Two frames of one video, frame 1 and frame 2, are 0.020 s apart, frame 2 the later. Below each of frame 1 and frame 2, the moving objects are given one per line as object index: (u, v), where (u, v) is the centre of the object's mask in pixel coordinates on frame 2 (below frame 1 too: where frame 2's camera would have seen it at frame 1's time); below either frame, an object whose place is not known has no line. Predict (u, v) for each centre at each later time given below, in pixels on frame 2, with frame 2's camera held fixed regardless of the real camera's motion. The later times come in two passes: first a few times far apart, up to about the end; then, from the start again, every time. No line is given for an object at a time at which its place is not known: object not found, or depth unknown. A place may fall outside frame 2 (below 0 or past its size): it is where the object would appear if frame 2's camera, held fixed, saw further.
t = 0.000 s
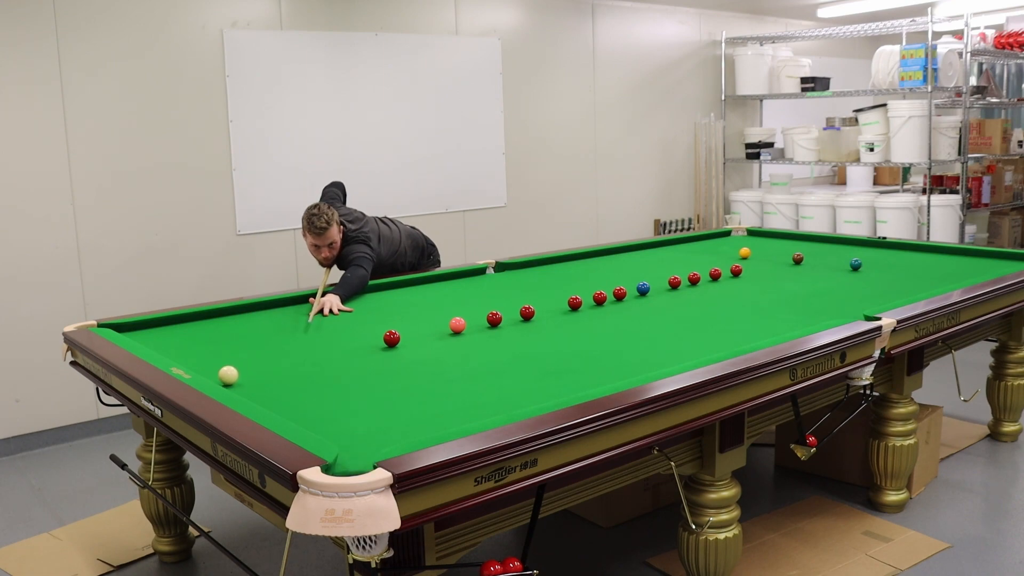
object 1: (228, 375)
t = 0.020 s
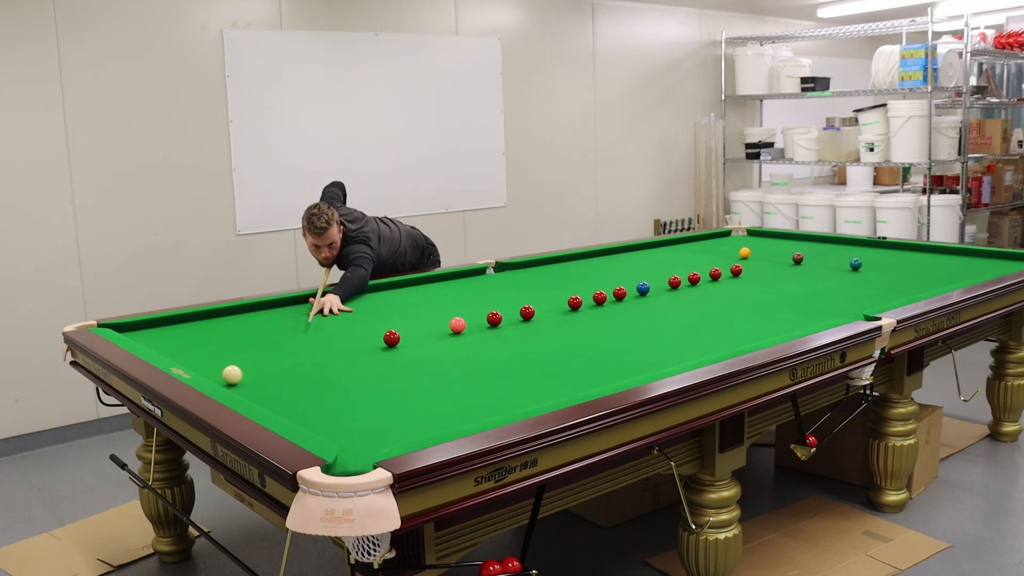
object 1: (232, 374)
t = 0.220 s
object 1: (267, 371)
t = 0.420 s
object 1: (302, 369)
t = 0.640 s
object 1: (337, 366)
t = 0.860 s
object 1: (371, 363)
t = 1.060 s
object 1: (400, 360)
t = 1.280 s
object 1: (429, 358)
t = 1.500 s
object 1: (457, 356)
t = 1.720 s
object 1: (484, 354)
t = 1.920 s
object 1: (506, 352)
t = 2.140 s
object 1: (528, 350)
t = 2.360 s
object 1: (549, 349)
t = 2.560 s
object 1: (567, 347)
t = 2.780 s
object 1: (584, 346)
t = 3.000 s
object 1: (600, 345)
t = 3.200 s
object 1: (613, 344)
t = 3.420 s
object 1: (626, 343)
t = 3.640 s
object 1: (637, 342)
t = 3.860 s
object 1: (647, 342)
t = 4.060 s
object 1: (654, 341)
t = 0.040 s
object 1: (236, 374)
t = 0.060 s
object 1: (239, 374)
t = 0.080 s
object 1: (243, 374)
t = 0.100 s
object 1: (246, 373)
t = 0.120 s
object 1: (250, 373)
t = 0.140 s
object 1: (254, 372)
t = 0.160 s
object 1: (257, 372)
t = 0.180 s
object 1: (261, 372)
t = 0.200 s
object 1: (264, 372)
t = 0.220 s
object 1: (267, 371)
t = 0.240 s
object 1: (271, 371)
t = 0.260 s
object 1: (275, 371)
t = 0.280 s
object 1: (278, 370)
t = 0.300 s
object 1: (281, 370)
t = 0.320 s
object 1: (285, 370)
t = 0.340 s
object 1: (288, 370)
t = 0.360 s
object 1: (292, 369)
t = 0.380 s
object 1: (295, 369)
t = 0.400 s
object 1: (298, 369)
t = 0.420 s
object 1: (302, 369)
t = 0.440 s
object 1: (305, 368)
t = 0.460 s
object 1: (308, 368)
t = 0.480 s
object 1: (312, 368)
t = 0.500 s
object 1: (315, 368)
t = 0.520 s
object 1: (318, 367)
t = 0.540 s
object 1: (321, 367)
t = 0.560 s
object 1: (324, 367)
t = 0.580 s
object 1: (328, 366)
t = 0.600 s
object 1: (331, 366)
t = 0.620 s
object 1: (334, 366)
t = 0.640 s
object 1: (337, 366)
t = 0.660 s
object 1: (340, 365)
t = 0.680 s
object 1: (343, 365)
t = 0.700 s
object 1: (347, 365)
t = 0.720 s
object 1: (350, 365)
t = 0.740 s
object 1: (353, 365)
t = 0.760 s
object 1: (356, 364)
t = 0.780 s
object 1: (359, 364)
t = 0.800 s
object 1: (362, 364)
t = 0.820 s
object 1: (365, 363)
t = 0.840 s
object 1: (368, 363)
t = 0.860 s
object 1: (371, 363)
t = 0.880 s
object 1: (374, 362)
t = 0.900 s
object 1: (377, 362)
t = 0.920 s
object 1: (380, 362)
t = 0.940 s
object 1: (383, 362)
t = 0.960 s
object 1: (385, 361)
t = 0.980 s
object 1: (388, 361)
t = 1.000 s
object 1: (391, 361)
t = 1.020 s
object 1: (394, 361)
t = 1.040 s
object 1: (397, 360)
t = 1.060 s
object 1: (400, 360)
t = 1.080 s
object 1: (402, 360)
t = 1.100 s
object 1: (405, 360)
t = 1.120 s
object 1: (408, 360)
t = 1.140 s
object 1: (411, 360)
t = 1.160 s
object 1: (413, 359)
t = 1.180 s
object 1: (416, 359)
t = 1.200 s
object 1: (419, 359)
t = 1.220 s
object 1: (421, 359)
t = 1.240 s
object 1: (424, 358)
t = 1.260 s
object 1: (427, 358)
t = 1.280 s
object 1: (429, 358)
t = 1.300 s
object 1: (432, 358)
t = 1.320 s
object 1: (435, 358)
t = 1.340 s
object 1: (437, 357)
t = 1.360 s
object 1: (440, 357)
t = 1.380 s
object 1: (442, 357)
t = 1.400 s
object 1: (445, 357)
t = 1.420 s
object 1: (448, 356)
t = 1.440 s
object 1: (450, 356)
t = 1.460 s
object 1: (453, 356)
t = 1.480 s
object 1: (455, 356)
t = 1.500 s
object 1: (457, 356)
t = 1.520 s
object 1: (460, 356)
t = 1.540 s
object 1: (462, 356)
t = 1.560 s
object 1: (465, 355)
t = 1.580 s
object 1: (467, 355)
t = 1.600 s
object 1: (470, 355)
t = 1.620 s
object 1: (472, 354)
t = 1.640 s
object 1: (474, 354)
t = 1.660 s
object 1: (477, 354)
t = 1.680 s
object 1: (479, 354)
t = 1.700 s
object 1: (481, 354)
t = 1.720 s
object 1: (484, 354)
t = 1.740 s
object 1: (486, 353)
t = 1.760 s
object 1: (488, 353)
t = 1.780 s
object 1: (491, 353)
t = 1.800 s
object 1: (493, 353)
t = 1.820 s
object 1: (495, 353)
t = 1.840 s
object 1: (497, 353)
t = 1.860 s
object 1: (500, 352)
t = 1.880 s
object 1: (502, 352)
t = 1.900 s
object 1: (504, 352)
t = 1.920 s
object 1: (506, 352)
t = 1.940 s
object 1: (508, 352)
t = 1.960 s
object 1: (510, 352)
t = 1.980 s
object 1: (512, 351)
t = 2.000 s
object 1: (514, 352)
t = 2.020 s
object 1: (516, 351)
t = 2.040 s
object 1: (519, 351)
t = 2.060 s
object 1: (520, 351)
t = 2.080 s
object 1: (523, 351)
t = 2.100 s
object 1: (525, 351)
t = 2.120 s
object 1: (527, 350)
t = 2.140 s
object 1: (528, 350)
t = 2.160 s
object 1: (531, 350)
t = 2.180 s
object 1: (532, 350)
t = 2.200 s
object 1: (534, 350)
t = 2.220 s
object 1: (536, 350)
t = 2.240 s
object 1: (538, 349)
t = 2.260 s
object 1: (540, 349)
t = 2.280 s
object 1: (542, 349)
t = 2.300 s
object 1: (544, 349)
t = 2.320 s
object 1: (546, 349)
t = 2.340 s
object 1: (548, 349)
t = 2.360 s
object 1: (549, 349)
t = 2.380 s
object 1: (551, 348)
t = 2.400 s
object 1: (553, 348)
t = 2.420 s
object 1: (555, 348)
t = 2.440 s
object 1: (556, 348)
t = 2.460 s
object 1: (558, 348)
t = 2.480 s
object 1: (560, 347)
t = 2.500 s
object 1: (562, 347)
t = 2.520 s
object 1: (563, 347)
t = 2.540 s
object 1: (565, 347)
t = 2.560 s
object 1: (567, 347)
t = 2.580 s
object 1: (568, 347)
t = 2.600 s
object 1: (570, 347)
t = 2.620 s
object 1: (572, 347)
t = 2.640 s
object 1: (573, 346)
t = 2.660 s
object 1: (575, 346)
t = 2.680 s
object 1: (577, 346)
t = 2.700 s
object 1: (578, 346)
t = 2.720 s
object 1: (580, 346)
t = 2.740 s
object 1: (581, 346)
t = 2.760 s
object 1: (583, 346)
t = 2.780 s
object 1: (584, 346)
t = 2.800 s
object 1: (586, 346)
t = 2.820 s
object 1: (587, 345)
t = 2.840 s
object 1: (589, 345)
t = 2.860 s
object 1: (590, 345)
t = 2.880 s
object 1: (592, 345)
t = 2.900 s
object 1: (593, 345)
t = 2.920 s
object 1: (594, 345)
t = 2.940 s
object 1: (596, 345)
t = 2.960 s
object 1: (597, 345)
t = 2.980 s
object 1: (599, 345)
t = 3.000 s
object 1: (600, 345)
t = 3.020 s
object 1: (601, 345)
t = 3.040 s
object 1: (603, 344)
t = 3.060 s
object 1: (604, 344)
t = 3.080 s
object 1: (605, 344)
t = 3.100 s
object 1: (607, 344)
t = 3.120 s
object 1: (608, 344)
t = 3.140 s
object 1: (609, 344)
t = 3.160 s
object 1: (611, 344)
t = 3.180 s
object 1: (612, 344)
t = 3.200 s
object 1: (613, 344)
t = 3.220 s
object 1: (614, 344)
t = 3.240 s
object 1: (615, 344)
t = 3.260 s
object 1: (617, 343)
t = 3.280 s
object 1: (618, 343)
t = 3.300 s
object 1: (619, 343)
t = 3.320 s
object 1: (620, 343)
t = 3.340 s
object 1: (621, 343)
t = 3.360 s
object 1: (622, 343)
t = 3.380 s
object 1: (624, 343)
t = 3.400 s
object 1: (625, 343)
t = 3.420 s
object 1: (626, 343)
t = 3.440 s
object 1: (627, 343)
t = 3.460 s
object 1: (628, 343)
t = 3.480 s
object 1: (629, 343)
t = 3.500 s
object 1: (630, 342)
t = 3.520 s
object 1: (631, 342)
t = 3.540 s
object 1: (632, 342)
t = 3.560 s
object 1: (633, 342)
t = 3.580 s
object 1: (634, 342)
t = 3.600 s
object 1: (635, 342)
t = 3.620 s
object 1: (636, 342)
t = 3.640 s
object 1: (637, 342)
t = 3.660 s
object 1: (638, 342)
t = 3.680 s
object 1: (639, 342)
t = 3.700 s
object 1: (640, 342)
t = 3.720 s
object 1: (640, 342)
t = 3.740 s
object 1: (641, 341)
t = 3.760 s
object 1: (642, 342)
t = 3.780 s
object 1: (643, 342)
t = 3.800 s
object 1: (644, 342)
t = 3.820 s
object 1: (645, 342)
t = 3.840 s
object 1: (646, 342)
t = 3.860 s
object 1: (647, 342)
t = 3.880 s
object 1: (647, 341)
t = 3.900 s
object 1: (648, 341)
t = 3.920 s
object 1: (649, 341)
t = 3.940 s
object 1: (650, 341)
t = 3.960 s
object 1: (651, 341)
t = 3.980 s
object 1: (651, 341)
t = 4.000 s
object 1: (652, 341)
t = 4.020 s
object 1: (652, 341)
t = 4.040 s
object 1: (653, 341)
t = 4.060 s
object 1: (654, 341)
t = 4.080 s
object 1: (655, 341)
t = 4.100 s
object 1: (655, 341)
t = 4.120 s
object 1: (656, 341)
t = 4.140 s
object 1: (656, 341)
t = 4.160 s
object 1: (657, 341)
